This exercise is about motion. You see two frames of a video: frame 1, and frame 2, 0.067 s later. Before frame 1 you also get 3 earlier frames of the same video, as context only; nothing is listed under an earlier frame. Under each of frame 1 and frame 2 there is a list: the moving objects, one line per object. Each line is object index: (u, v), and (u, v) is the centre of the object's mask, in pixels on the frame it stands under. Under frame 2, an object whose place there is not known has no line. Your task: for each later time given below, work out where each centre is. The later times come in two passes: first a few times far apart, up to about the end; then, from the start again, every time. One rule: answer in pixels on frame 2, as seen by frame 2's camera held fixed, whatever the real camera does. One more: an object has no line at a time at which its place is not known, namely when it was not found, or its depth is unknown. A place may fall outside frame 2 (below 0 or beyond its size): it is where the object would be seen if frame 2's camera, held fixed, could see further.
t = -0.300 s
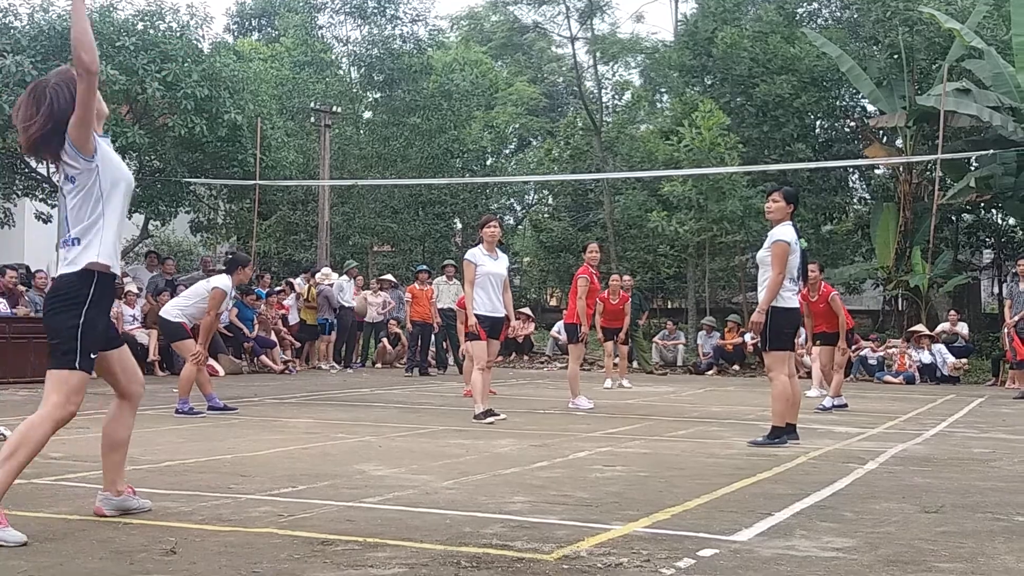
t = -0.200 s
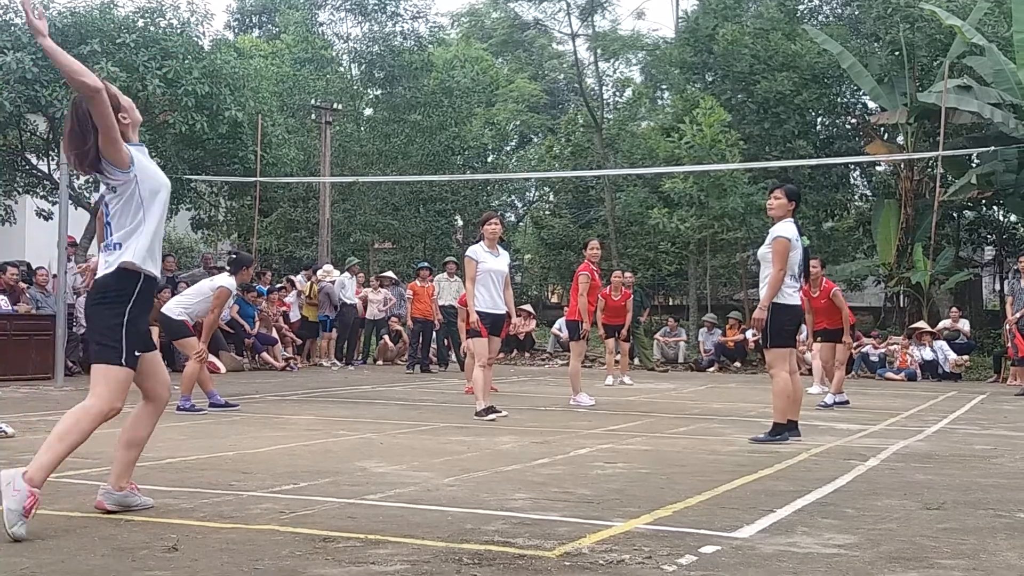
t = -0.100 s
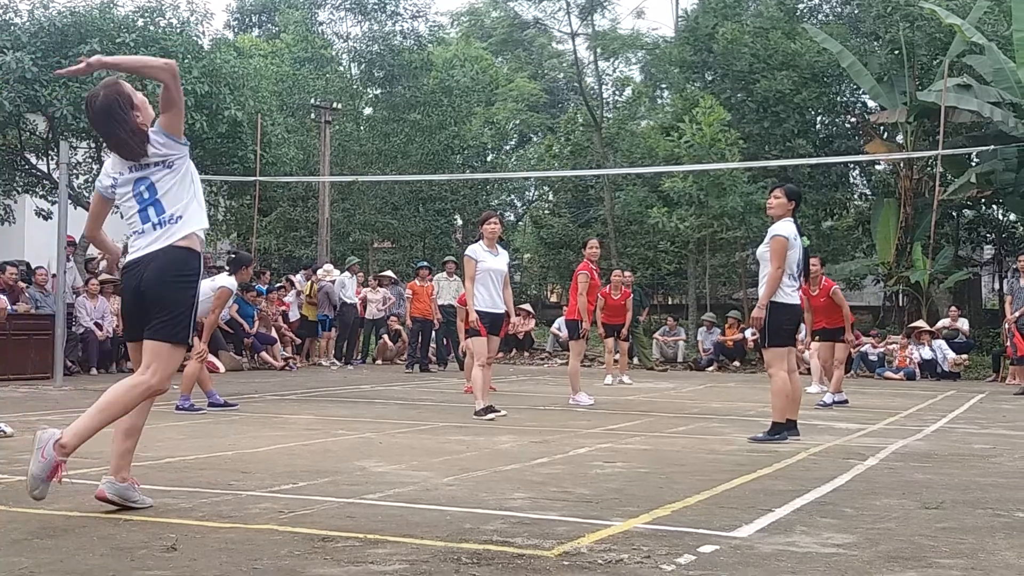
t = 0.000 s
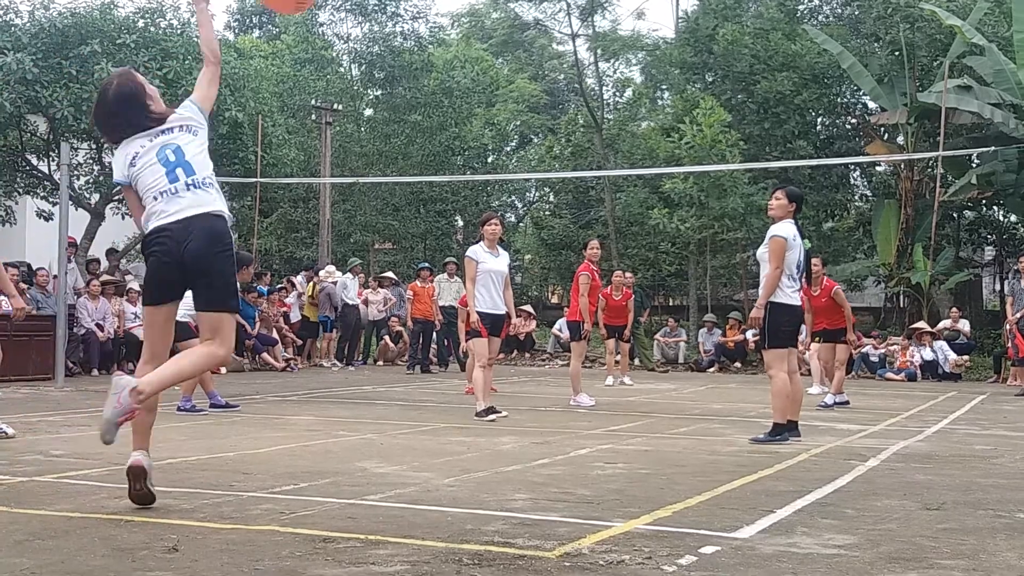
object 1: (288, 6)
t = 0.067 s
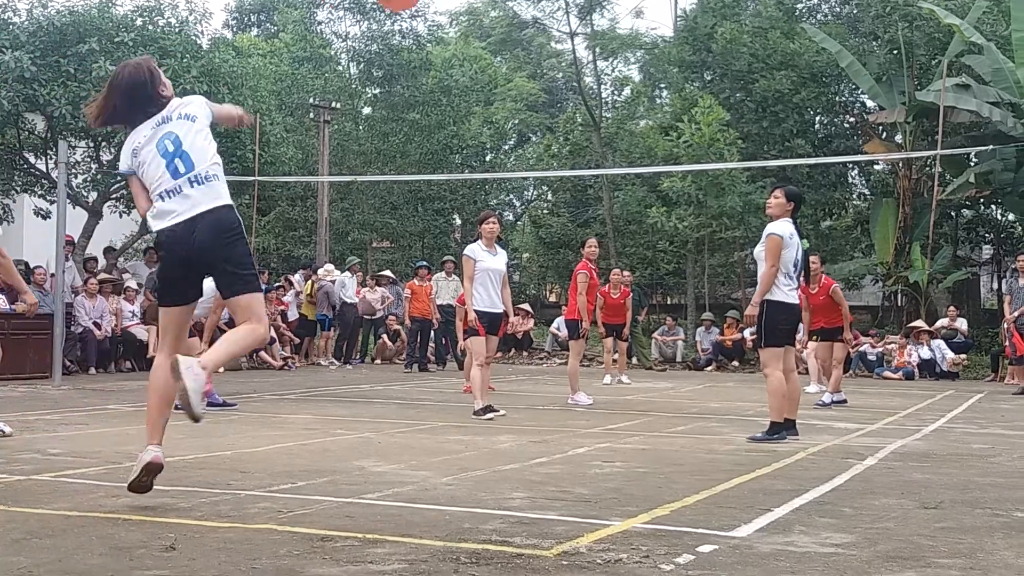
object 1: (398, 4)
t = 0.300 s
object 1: (594, 16)
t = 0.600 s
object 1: (687, 112)
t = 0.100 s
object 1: (443, 5)
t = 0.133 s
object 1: (480, 5)
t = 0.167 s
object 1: (510, 6)
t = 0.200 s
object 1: (537, 7)
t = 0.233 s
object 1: (559, 9)
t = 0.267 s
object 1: (578, 12)
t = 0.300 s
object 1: (594, 16)
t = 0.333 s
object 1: (608, 24)
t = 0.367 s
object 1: (620, 33)
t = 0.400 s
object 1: (632, 43)
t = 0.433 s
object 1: (643, 53)
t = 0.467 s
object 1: (653, 64)
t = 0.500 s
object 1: (662, 75)
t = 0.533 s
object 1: (671, 87)
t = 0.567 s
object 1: (679, 99)
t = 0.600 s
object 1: (687, 112)
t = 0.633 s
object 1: (694, 125)
